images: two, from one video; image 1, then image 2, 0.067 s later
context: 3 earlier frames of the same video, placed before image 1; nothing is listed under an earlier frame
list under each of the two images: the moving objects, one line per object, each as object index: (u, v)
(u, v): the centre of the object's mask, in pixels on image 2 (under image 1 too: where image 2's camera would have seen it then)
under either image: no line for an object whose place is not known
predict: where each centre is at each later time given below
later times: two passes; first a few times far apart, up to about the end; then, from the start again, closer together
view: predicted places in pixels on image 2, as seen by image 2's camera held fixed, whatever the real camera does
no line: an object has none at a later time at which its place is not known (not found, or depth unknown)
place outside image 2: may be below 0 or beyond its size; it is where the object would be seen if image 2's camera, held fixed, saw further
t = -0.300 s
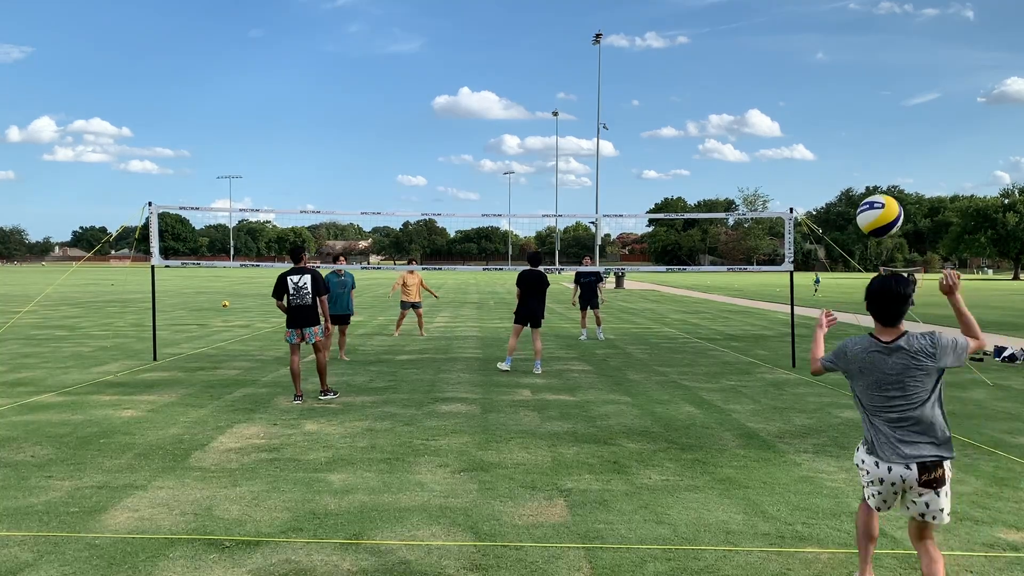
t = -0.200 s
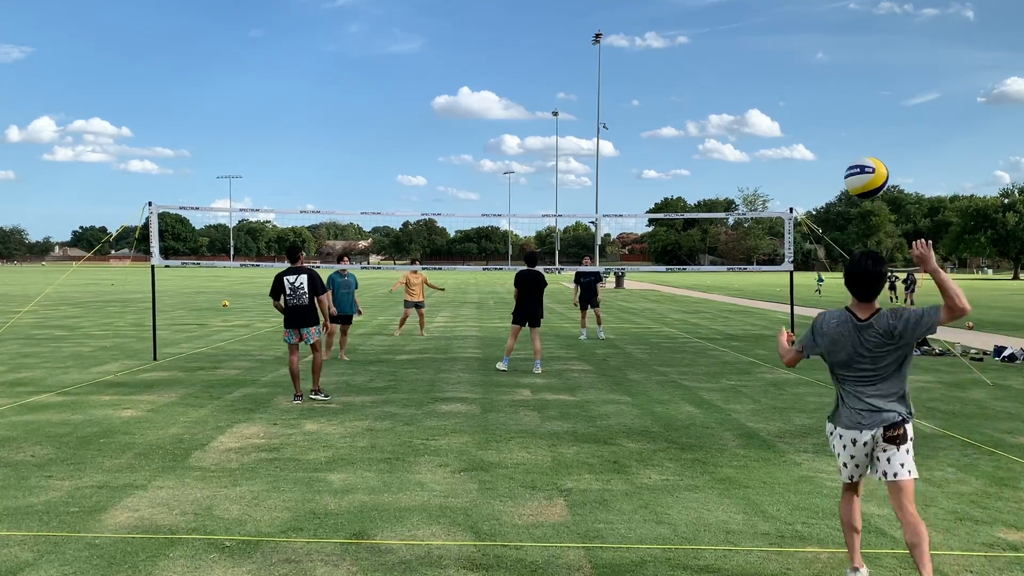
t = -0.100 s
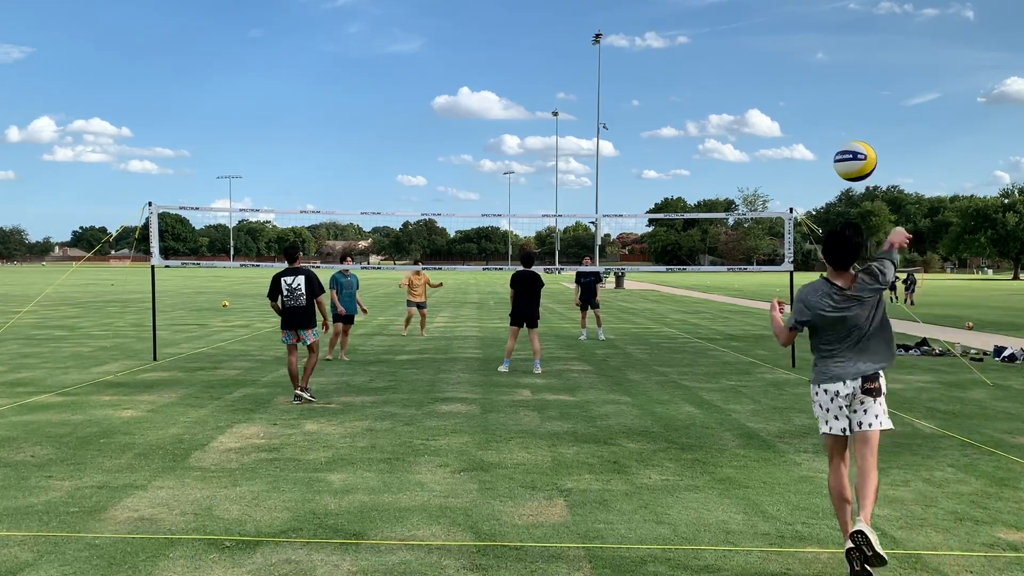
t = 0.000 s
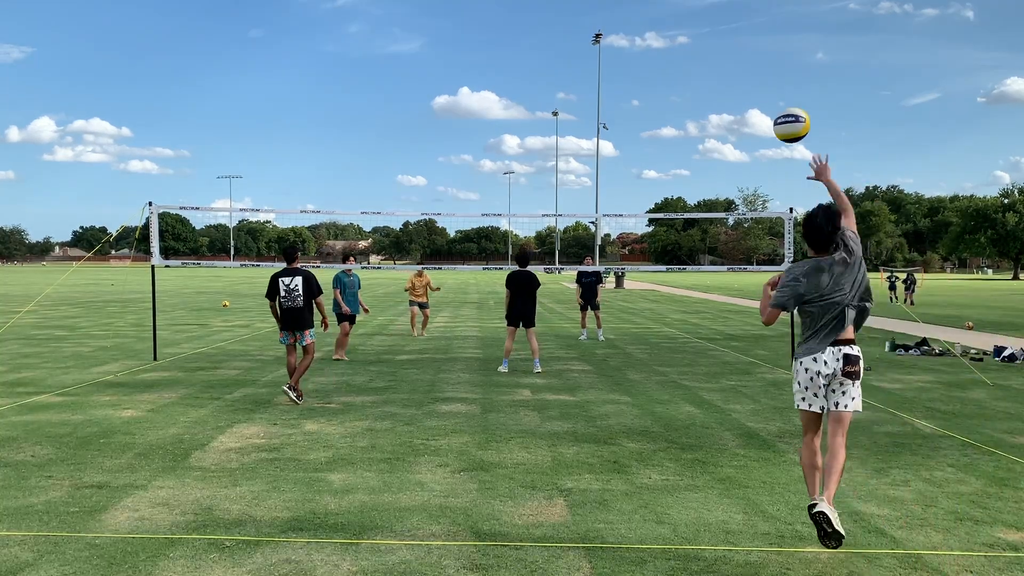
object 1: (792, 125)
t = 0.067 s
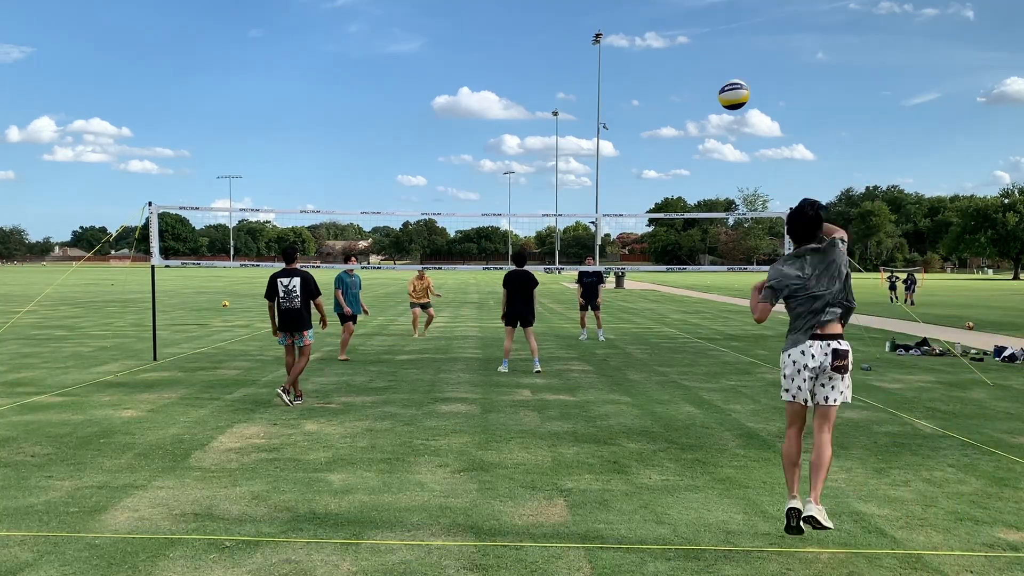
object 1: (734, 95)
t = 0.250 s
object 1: (641, 60)
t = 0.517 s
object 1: (581, 64)
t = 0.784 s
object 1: (553, 113)
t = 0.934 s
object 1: (540, 150)
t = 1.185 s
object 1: (532, 220)
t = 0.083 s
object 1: (722, 90)
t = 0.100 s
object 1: (711, 85)
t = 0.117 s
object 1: (701, 80)
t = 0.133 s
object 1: (692, 77)
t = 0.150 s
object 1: (684, 74)
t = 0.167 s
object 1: (675, 71)
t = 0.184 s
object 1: (668, 68)
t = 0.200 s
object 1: (661, 65)
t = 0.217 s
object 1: (654, 63)
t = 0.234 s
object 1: (647, 62)
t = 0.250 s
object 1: (641, 60)
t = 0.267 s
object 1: (636, 59)
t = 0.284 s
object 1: (630, 58)
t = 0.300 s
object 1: (625, 57)
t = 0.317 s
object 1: (620, 56)
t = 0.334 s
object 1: (616, 56)
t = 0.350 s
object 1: (611, 55)
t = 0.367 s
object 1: (608, 55)
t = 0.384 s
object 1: (603, 55)
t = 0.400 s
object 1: (600, 56)
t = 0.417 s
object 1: (597, 56)
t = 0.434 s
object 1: (594, 57)
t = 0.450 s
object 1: (591, 58)
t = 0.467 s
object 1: (588, 59)
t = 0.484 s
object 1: (586, 60)
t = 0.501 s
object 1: (583, 62)
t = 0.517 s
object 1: (581, 64)
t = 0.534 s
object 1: (579, 65)
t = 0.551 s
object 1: (577, 68)
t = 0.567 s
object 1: (575, 70)
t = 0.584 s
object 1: (573, 73)
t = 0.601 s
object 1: (571, 75)
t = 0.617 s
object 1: (570, 78)
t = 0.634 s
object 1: (568, 81)
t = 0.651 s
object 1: (566, 85)
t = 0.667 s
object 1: (565, 88)
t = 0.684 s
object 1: (563, 91)
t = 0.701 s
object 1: (561, 95)
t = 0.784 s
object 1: (553, 113)
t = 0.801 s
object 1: (552, 117)
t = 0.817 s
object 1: (550, 120)
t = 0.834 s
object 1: (548, 125)
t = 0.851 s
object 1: (547, 129)
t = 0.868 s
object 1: (545, 133)
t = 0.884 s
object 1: (544, 137)
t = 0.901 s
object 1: (542, 142)
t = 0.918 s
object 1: (541, 146)
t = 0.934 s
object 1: (540, 150)
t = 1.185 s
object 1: (532, 220)
